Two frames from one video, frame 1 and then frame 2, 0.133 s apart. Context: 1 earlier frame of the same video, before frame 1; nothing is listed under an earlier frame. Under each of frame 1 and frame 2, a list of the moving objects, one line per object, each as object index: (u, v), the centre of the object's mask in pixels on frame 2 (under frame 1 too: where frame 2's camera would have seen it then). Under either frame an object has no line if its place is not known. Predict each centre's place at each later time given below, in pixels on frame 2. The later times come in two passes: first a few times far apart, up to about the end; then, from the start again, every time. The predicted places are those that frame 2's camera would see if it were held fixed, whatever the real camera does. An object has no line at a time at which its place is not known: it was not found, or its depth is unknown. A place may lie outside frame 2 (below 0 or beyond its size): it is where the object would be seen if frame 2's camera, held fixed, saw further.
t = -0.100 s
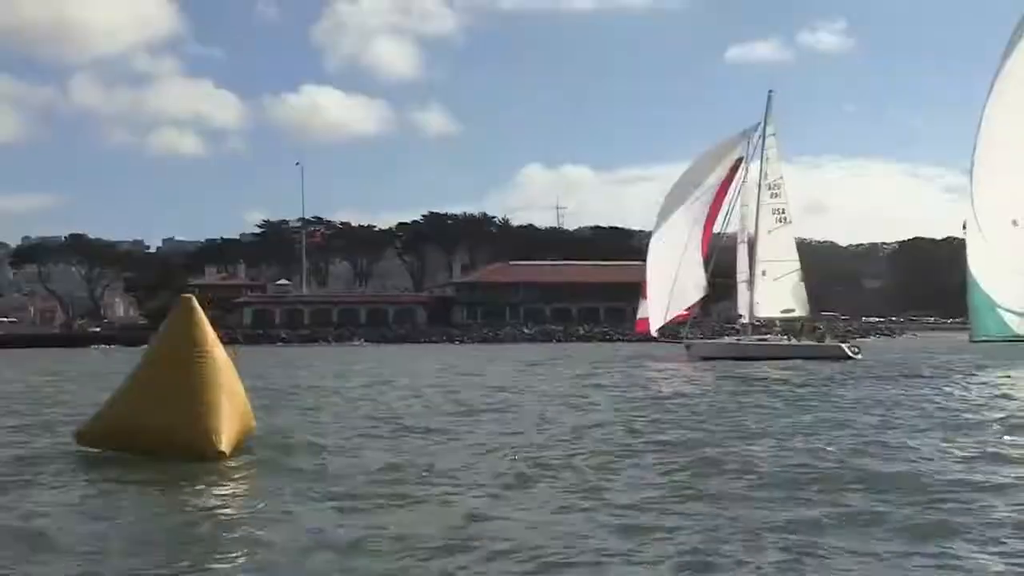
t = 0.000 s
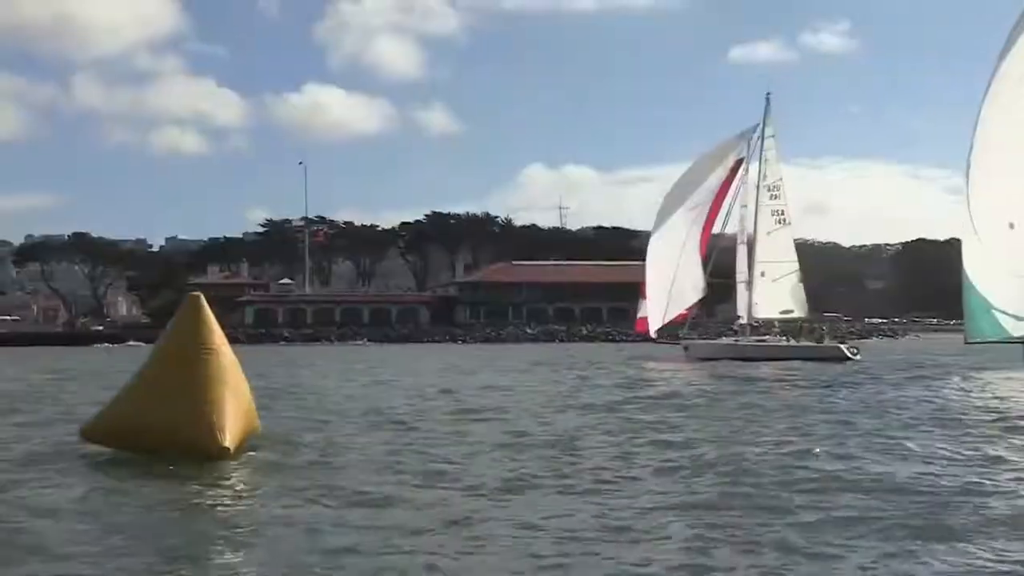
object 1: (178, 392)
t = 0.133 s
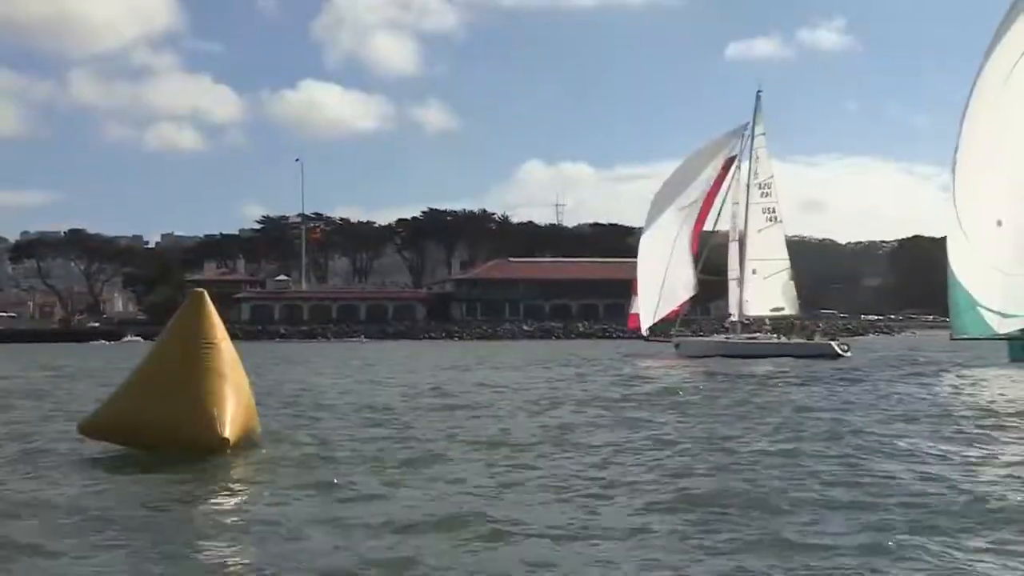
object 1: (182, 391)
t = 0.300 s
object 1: (187, 389)
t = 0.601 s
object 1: (195, 387)
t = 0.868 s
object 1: (198, 389)
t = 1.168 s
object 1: (201, 387)
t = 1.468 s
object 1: (207, 383)
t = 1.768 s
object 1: (215, 379)
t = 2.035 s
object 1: (224, 382)
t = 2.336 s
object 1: (233, 392)
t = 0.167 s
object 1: (183, 391)
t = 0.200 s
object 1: (184, 390)
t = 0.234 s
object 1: (185, 390)
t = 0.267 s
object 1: (186, 389)
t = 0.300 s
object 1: (187, 389)
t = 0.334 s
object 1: (188, 389)
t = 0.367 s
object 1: (190, 388)
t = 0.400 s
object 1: (190, 388)
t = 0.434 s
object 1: (191, 388)
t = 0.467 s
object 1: (192, 388)
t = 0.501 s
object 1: (193, 388)
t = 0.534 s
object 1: (194, 388)
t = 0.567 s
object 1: (194, 387)
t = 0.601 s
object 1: (195, 387)
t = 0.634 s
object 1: (195, 388)
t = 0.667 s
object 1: (196, 388)
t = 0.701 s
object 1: (197, 389)
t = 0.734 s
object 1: (198, 389)
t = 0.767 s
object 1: (198, 389)
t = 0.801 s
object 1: (198, 389)
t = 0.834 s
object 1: (198, 389)
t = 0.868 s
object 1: (198, 389)
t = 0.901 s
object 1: (199, 389)
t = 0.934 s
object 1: (199, 389)
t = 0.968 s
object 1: (199, 388)
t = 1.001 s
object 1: (199, 388)
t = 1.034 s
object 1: (199, 388)
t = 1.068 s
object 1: (200, 388)
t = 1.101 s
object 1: (200, 388)
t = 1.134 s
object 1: (201, 387)
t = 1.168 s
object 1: (201, 387)
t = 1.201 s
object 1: (202, 387)
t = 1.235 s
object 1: (203, 387)
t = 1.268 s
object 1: (204, 386)
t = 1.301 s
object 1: (204, 386)
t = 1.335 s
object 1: (205, 386)
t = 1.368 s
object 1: (206, 385)
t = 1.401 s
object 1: (206, 385)
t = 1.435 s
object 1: (206, 384)
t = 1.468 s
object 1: (207, 383)
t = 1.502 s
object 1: (208, 382)
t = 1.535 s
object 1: (209, 382)
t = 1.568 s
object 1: (209, 381)
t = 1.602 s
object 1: (210, 380)
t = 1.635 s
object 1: (211, 380)
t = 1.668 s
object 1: (212, 379)
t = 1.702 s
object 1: (212, 379)
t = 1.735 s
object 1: (214, 379)
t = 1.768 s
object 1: (215, 379)
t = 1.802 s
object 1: (215, 379)
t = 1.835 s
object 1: (216, 379)
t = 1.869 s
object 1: (218, 379)
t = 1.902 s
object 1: (219, 379)
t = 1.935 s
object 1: (220, 379)
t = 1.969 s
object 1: (221, 380)
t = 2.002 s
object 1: (223, 381)
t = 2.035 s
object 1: (224, 382)
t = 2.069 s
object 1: (225, 383)
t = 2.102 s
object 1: (227, 384)
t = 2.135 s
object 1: (227, 385)
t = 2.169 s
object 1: (228, 386)
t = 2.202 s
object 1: (229, 387)
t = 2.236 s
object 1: (231, 389)
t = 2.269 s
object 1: (232, 390)
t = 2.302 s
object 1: (232, 391)
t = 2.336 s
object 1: (233, 392)
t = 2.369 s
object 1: (234, 392)
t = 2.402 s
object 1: (235, 393)
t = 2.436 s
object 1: (234, 393)
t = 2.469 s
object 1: (235, 394)
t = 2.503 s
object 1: (236, 394)
